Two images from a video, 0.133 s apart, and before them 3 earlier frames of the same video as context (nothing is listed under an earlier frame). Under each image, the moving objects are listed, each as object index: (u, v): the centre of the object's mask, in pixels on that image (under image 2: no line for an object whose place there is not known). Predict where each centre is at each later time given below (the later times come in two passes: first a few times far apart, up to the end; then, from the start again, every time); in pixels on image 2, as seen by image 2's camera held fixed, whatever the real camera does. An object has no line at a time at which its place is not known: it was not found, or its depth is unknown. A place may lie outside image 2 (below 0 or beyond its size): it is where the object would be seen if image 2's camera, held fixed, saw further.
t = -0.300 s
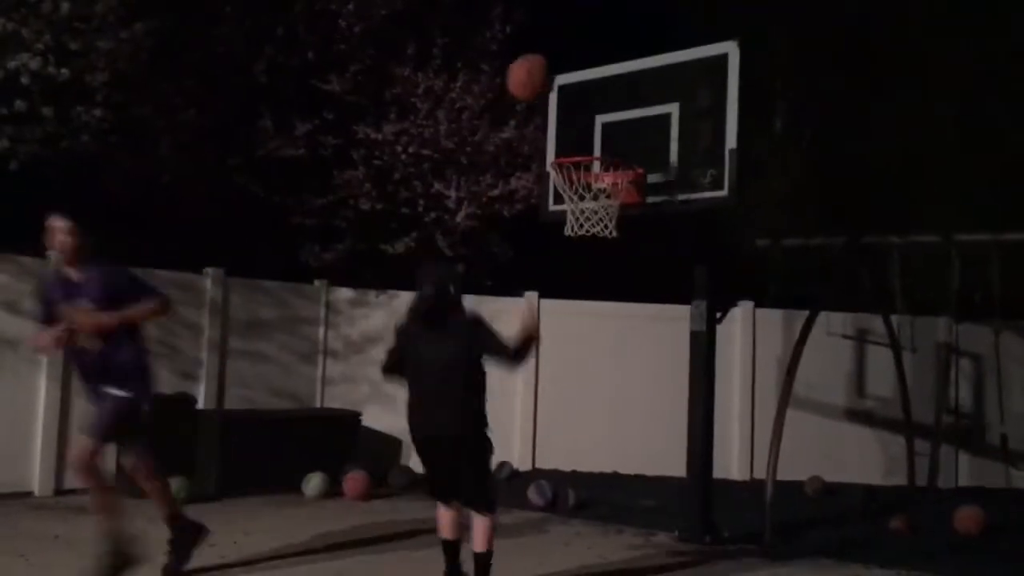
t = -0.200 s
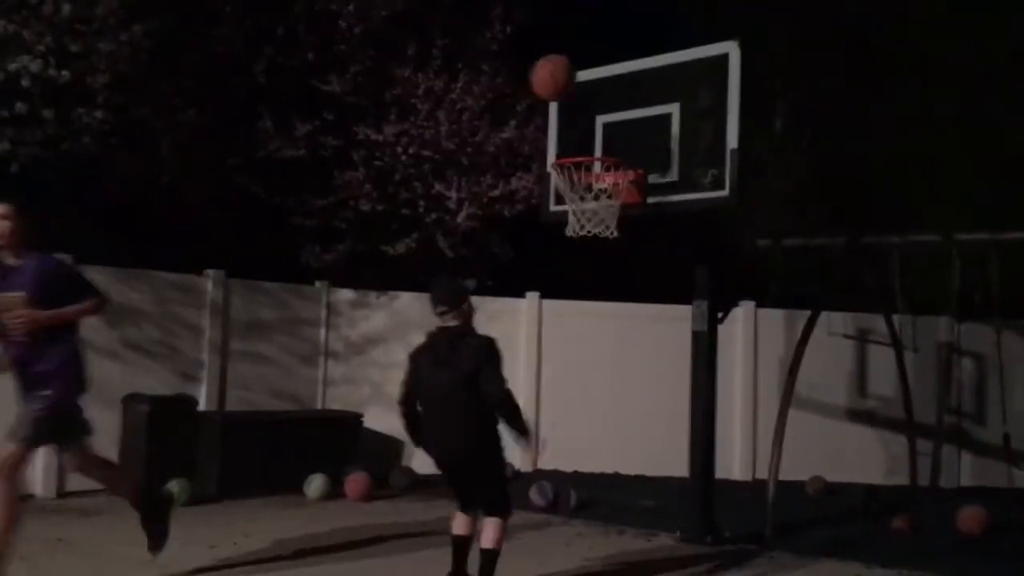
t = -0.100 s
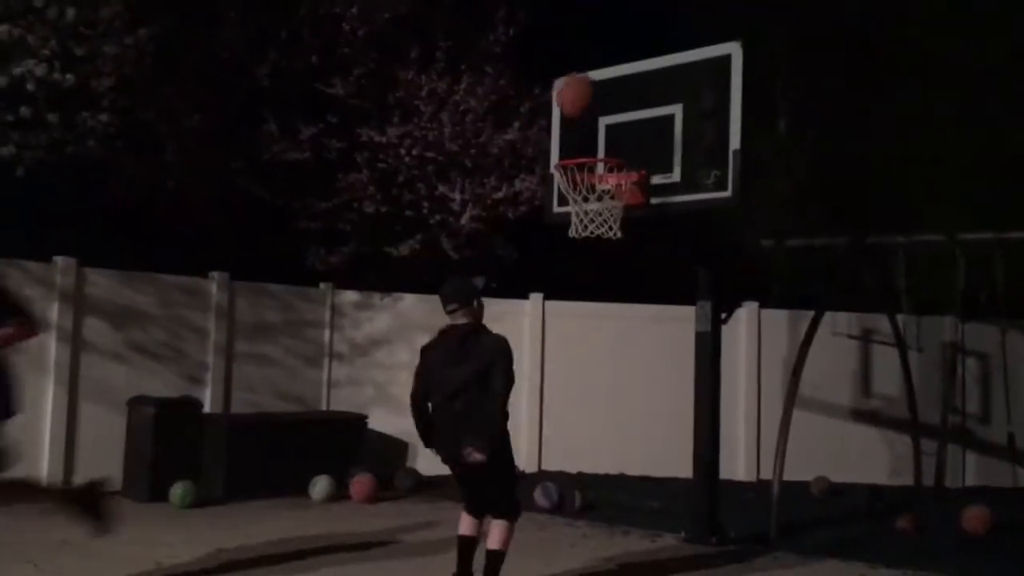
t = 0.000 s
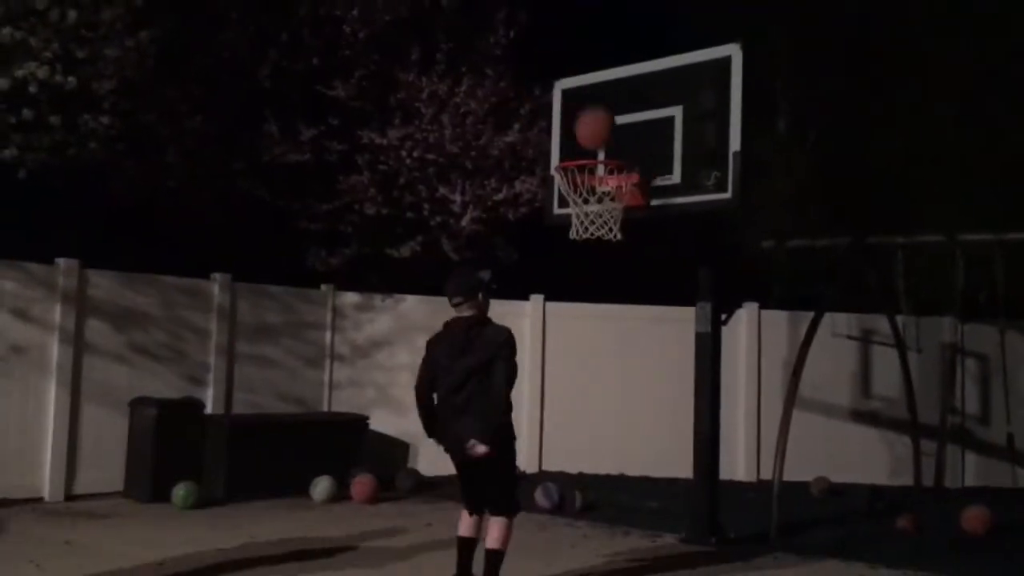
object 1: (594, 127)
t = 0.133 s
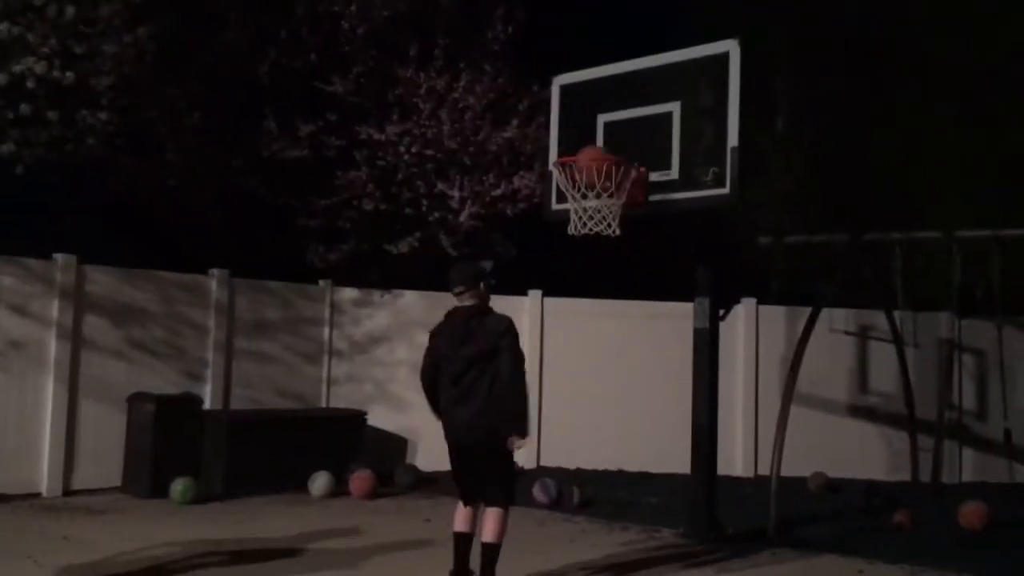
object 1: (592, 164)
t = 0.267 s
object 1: (589, 187)
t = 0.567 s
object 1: (616, 243)
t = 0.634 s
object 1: (619, 266)
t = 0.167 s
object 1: (581, 168)
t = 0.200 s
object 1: (579, 177)
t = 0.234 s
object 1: (583, 180)
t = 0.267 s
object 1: (589, 187)
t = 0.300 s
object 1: (597, 195)
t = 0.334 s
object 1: (599, 211)
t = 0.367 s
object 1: (606, 217)
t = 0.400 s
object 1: (607, 221)
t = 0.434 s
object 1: (608, 220)
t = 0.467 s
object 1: (611, 222)
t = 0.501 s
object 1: (613, 226)
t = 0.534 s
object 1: (614, 233)
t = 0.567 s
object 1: (616, 243)
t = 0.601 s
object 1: (618, 254)
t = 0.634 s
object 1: (619, 266)
